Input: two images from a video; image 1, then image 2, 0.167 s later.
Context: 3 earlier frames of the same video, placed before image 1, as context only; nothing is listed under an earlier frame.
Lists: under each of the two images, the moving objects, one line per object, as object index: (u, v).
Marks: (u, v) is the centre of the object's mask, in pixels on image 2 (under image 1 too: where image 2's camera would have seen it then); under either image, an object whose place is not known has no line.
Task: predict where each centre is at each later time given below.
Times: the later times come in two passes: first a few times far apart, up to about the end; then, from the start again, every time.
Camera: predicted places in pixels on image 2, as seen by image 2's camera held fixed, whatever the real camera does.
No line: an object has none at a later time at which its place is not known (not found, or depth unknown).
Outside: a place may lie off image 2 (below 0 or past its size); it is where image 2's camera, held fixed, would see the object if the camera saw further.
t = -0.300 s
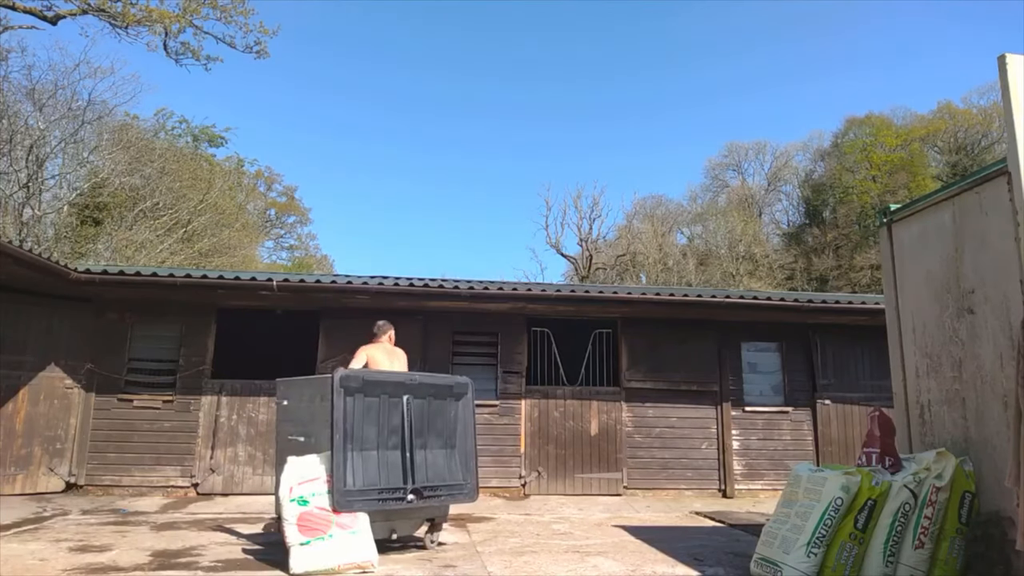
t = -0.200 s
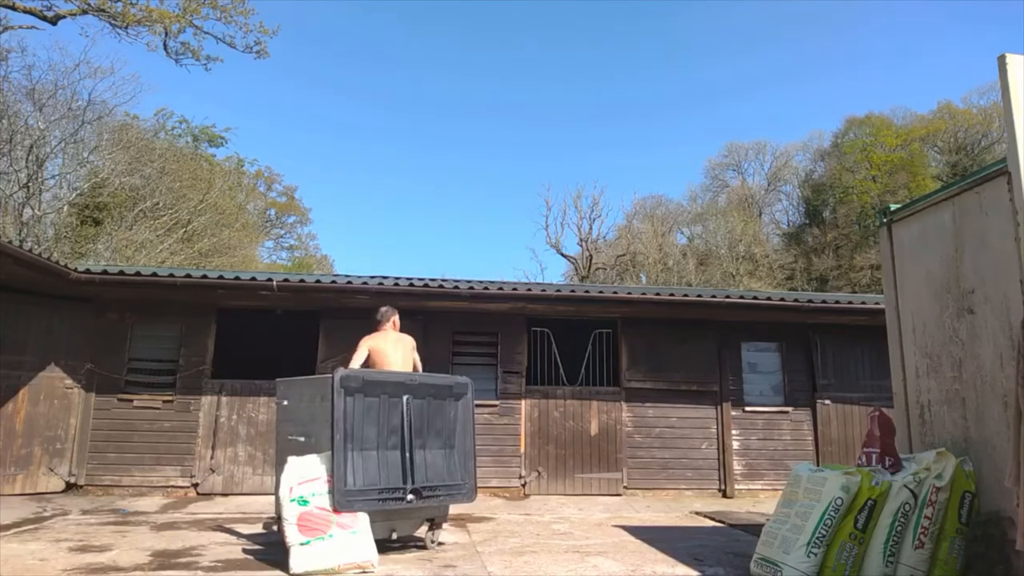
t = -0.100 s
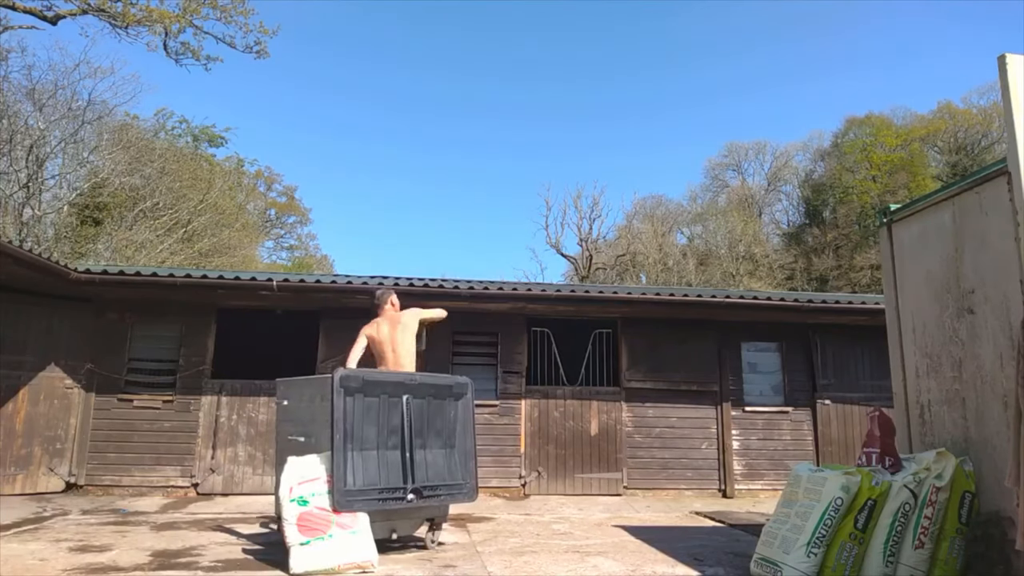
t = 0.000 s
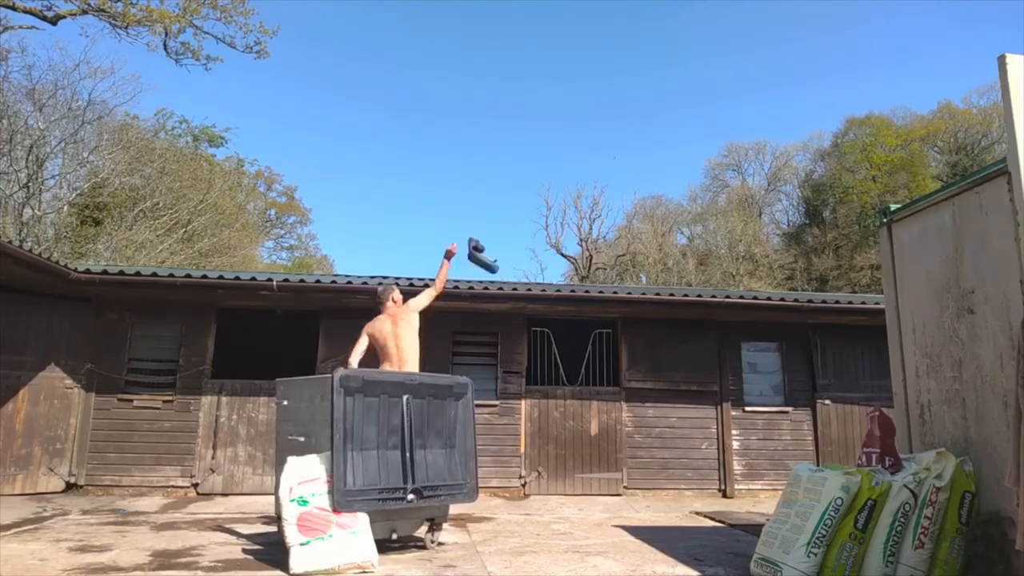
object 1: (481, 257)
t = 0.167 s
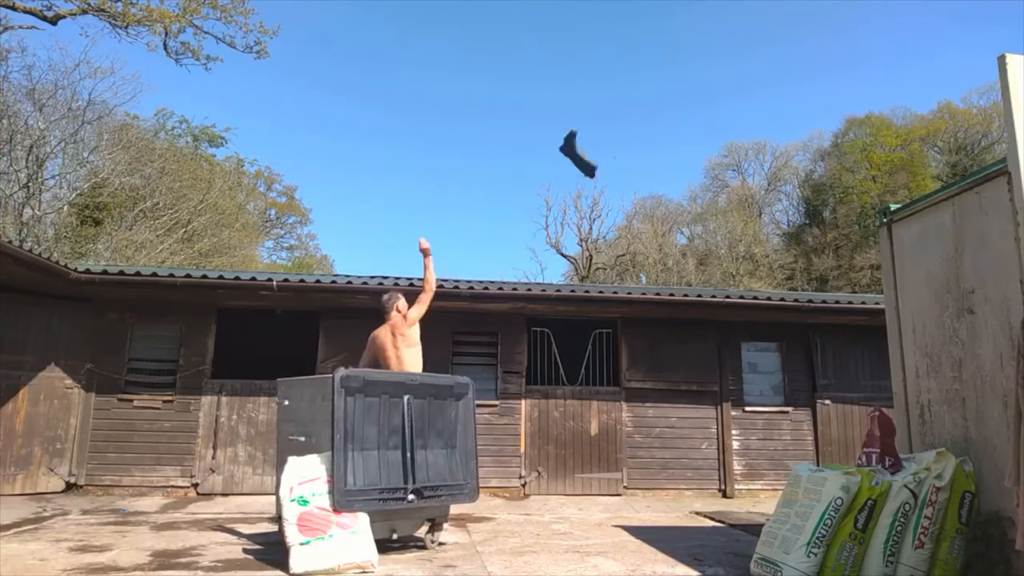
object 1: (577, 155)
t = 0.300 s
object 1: (647, 98)
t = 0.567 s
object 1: (778, 34)
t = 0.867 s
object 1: (919, 37)
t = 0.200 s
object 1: (595, 138)
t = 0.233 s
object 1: (614, 125)
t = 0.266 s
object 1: (630, 112)
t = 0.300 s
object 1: (647, 98)
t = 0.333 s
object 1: (664, 87)
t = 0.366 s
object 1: (681, 77)
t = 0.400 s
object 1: (698, 68)
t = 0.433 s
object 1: (716, 61)
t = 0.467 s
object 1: (731, 54)
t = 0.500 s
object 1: (747, 46)
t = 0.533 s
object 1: (762, 39)
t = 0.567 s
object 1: (778, 34)
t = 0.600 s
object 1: (793, 30)
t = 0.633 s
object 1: (809, 28)
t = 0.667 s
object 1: (824, 27)
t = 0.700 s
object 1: (840, 26)
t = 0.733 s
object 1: (854, 26)
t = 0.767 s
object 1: (870, 28)
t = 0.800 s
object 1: (887, 31)
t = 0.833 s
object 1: (903, 35)
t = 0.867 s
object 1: (919, 37)
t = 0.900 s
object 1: (935, 41)
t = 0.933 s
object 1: (951, 45)
